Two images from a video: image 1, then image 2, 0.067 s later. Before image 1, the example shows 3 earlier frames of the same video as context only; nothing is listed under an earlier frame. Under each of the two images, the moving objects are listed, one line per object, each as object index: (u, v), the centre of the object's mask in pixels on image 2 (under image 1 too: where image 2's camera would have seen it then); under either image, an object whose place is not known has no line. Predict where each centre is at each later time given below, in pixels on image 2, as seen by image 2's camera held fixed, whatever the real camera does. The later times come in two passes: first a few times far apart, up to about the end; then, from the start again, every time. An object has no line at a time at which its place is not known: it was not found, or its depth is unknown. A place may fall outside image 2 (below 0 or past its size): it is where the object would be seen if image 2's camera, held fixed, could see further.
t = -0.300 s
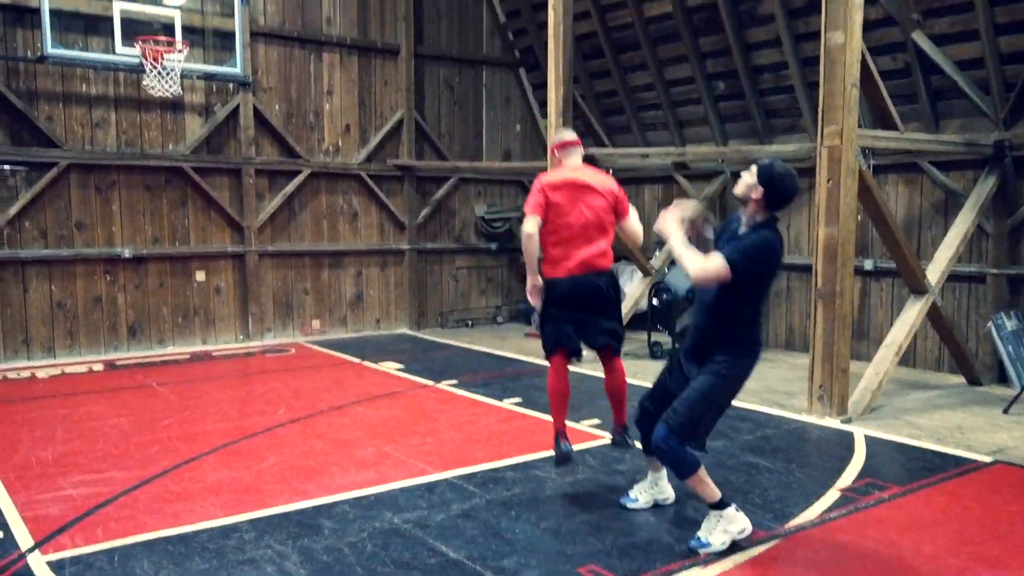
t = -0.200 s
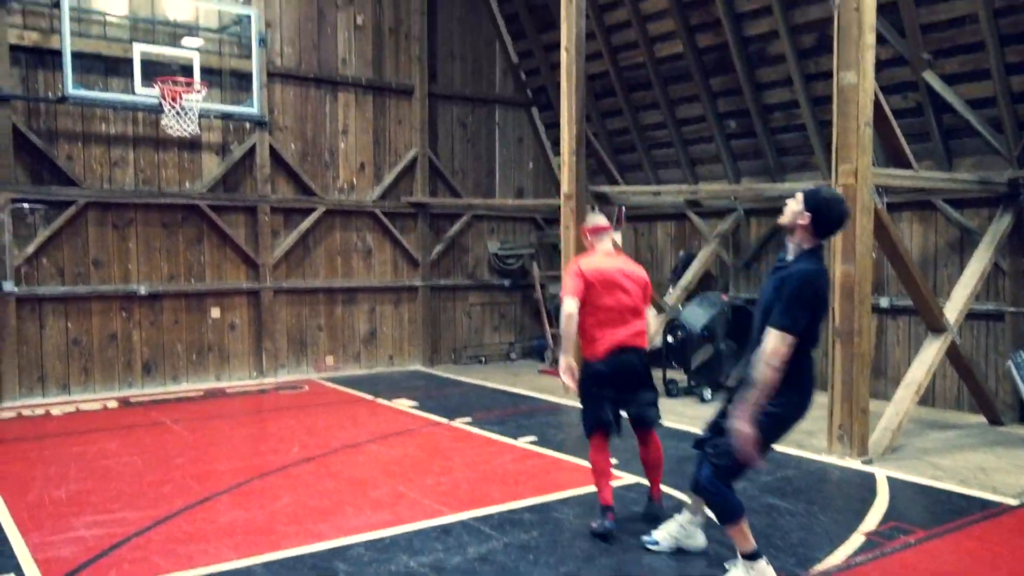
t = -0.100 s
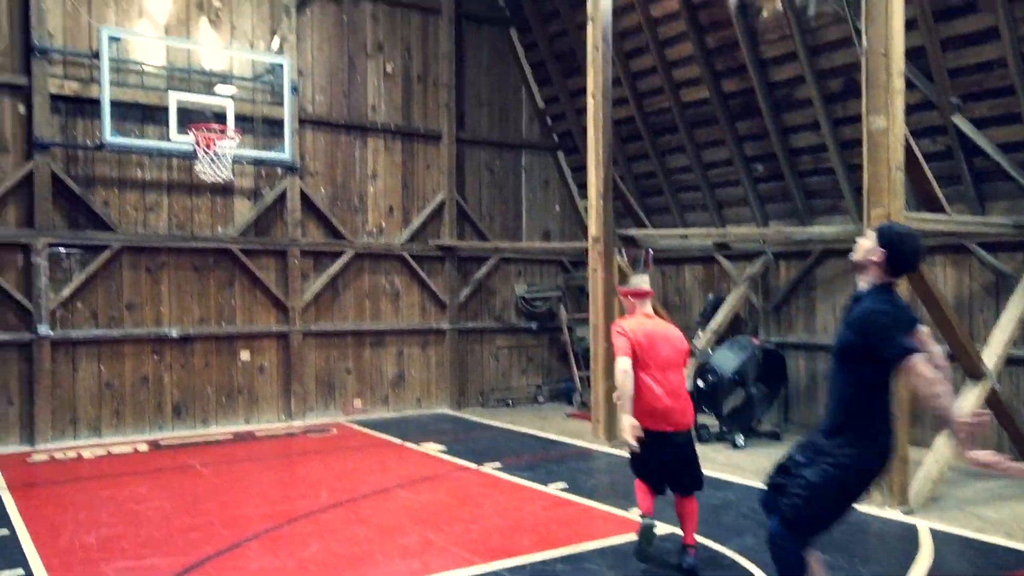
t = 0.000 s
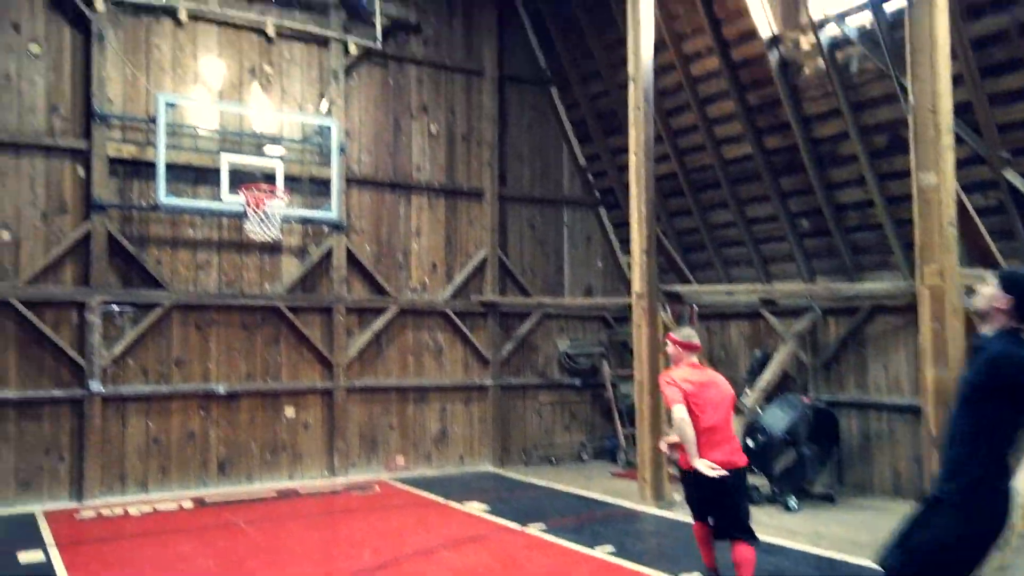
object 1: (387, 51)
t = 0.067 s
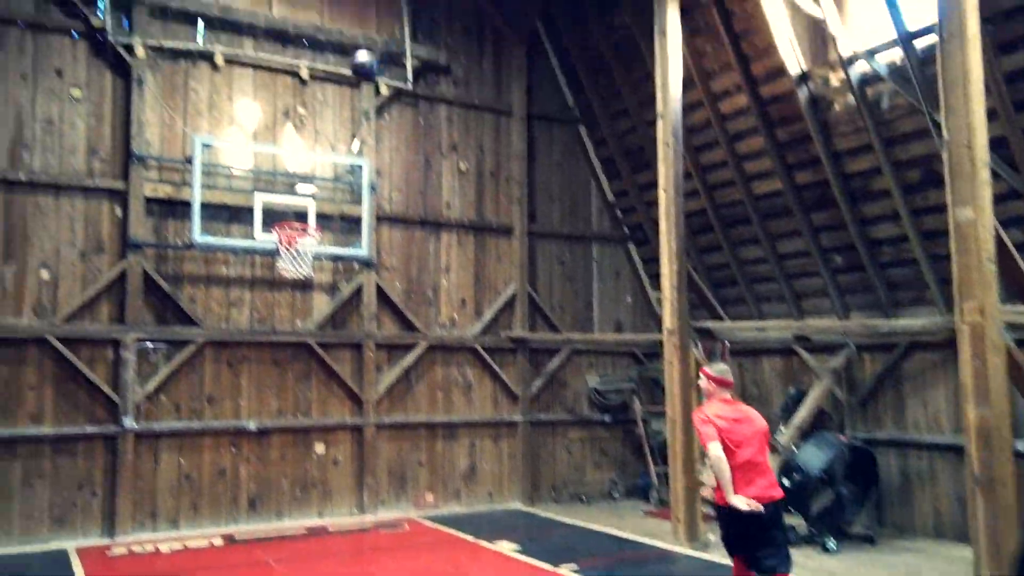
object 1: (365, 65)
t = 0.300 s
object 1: (306, 182)
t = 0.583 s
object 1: (312, 273)
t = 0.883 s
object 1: (353, 370)
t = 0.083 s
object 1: (361, 73)
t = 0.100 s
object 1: (356, 81)
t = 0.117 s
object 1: (351, 88)
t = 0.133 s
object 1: (348, 96)
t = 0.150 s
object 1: (343, 104)
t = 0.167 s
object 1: (339, 113)
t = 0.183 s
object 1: (334, 120)
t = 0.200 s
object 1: (330, 128)
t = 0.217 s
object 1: (326, 138)
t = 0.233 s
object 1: (322, 146)
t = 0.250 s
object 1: (318, 153)
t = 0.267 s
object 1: (314, 163)
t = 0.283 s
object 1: (310, 173)
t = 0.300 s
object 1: (306, 182)
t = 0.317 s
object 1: (302, 190)
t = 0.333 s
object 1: (300, 198)
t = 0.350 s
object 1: (294, 209)
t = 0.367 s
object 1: (290, 217)
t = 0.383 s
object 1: (287, 224)
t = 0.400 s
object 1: (287, 230)
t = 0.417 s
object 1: (287, 239)
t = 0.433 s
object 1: (290, 241)
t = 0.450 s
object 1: (293, 247)
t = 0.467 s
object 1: (292, 250)
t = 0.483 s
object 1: (295, 248)
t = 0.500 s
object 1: (298, 267)
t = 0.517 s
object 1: (302, 266)
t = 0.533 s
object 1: (305, 267)
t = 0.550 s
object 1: (307, 268)
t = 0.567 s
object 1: (310, 269)
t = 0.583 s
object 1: (312, 273)
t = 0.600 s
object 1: (314, 274)
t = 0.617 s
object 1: (317, 279)
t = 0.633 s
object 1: (320, 283)
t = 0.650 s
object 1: (321, 287)
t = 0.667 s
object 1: (324, 291)
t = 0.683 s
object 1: (326, 295)
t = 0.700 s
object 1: (328, 300)
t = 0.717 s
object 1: (331, 305)
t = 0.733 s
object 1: (332, 310)
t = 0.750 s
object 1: (335, 316)
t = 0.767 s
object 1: (337, 322)
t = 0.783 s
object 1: (340, 327)
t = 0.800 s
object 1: (343, 332)
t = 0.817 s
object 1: (345, 340)
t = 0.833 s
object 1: (346, 347)
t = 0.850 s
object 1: (349, 354)
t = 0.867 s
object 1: (350, 361)
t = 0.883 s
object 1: (353, 370)
